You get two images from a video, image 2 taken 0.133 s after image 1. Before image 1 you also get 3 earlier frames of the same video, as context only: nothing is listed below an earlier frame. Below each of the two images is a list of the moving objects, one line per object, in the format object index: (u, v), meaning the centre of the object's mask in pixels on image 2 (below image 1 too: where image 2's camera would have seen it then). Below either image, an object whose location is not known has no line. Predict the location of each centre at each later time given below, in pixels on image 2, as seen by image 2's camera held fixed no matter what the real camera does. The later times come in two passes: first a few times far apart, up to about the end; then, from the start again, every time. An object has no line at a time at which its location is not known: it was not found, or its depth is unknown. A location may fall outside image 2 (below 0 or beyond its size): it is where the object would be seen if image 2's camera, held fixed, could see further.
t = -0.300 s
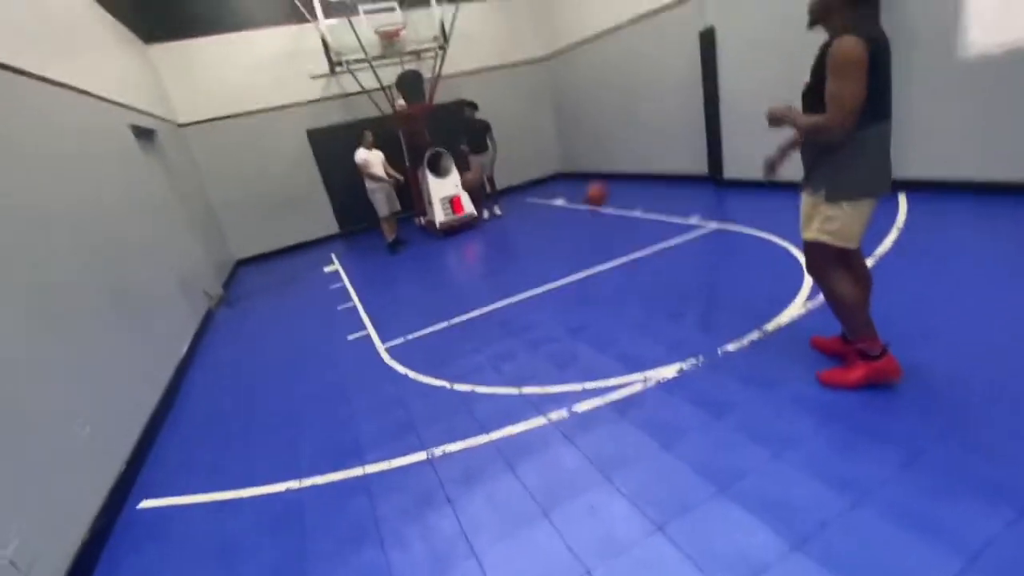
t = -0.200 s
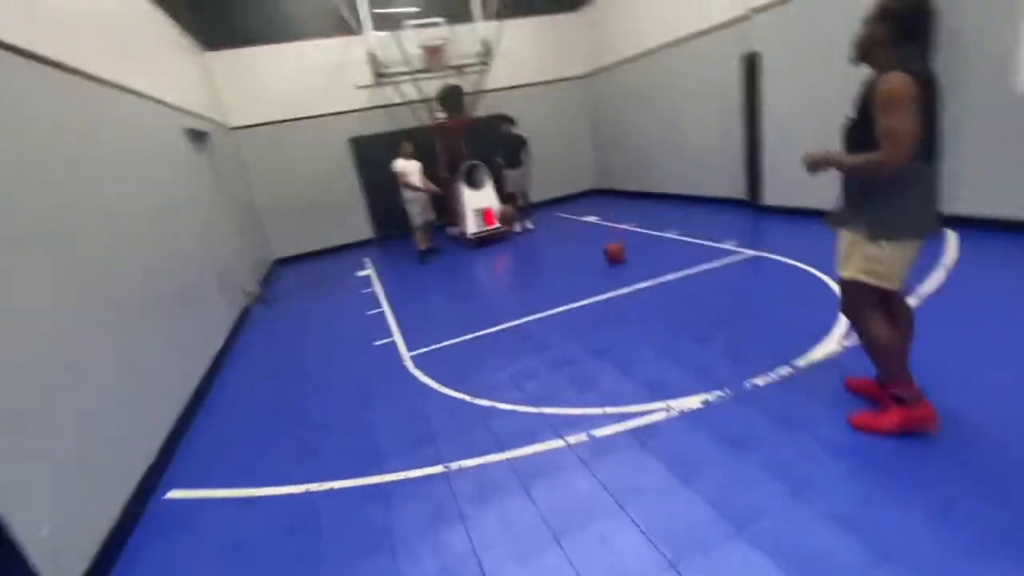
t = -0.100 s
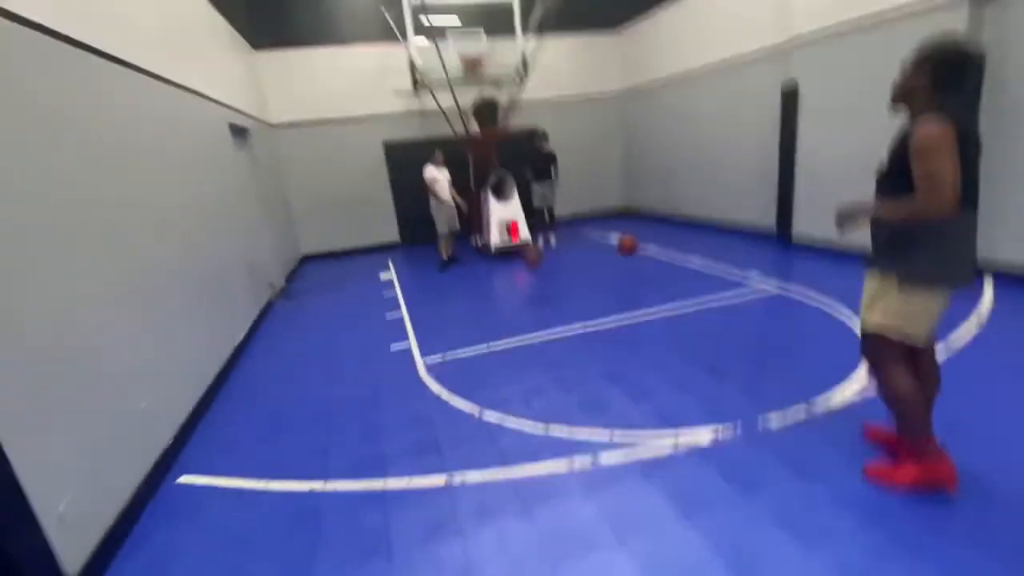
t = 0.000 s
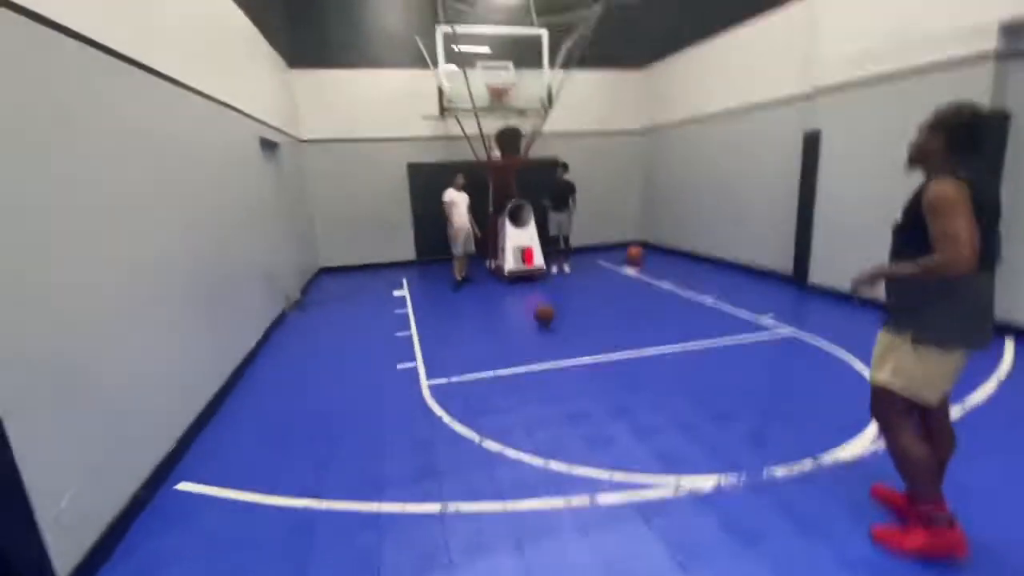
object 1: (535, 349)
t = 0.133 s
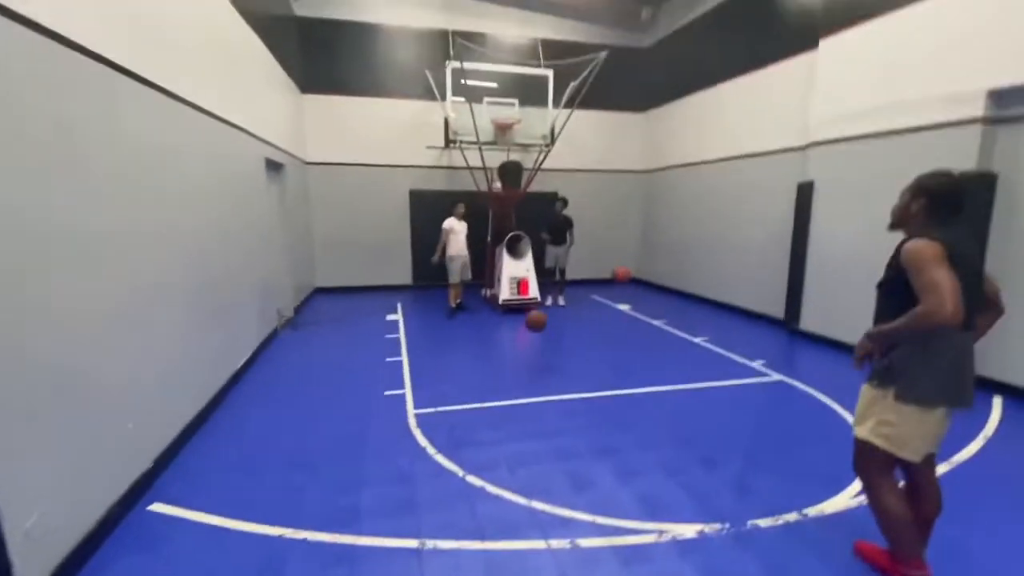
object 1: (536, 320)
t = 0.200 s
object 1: (535, 313)
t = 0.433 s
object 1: (532, 316)
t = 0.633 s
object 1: (531, 365)
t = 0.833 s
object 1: (529, 349)
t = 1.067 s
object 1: (529, 362)
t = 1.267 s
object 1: (528, 393)
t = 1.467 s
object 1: (527, 390)
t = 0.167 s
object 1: (534, 316)
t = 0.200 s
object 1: (535, 313)
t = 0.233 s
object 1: (535, 311)
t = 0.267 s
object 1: (534, 310)
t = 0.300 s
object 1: (534, 310)
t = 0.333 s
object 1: (535, 310)
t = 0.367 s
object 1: (534, 311)
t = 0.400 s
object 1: (533, 313)
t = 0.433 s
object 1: (532, 316)
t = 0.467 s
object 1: (532, 322)
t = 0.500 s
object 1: (532, 328)
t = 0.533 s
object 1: (532, 335)
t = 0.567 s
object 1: (532, 343)
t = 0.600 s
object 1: (531, 353)
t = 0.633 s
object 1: (531, 365)
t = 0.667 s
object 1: (531, 374)
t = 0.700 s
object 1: (531, 366)
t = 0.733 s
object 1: (530, 360)
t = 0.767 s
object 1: (530, 355)
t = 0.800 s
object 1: (530, 351)
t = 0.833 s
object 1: (529, 349)
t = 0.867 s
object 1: (529, 347)
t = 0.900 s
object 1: (529, 346)
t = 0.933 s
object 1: (529, 347)
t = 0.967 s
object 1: (529, 348)
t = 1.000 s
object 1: (529, 351)
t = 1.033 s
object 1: (528, 355)
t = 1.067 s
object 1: (529, 362)
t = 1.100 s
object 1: (528, 368)
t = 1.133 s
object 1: (528, 377)
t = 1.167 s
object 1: (528, 387)
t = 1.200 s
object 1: (529, 398)
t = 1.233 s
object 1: (528, 397)
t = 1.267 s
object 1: (528, 393)
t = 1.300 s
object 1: (528, 389)
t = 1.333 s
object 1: (527, 387)
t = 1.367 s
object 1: (527, 386)
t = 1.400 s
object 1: (527, 386)
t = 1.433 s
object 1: (527, 387)
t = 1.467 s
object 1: (527, 390)
